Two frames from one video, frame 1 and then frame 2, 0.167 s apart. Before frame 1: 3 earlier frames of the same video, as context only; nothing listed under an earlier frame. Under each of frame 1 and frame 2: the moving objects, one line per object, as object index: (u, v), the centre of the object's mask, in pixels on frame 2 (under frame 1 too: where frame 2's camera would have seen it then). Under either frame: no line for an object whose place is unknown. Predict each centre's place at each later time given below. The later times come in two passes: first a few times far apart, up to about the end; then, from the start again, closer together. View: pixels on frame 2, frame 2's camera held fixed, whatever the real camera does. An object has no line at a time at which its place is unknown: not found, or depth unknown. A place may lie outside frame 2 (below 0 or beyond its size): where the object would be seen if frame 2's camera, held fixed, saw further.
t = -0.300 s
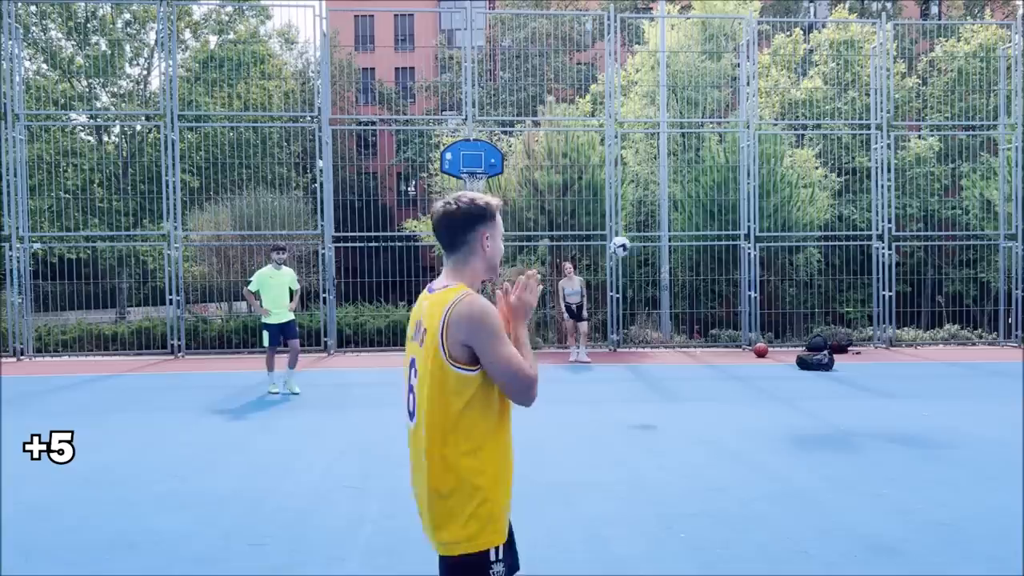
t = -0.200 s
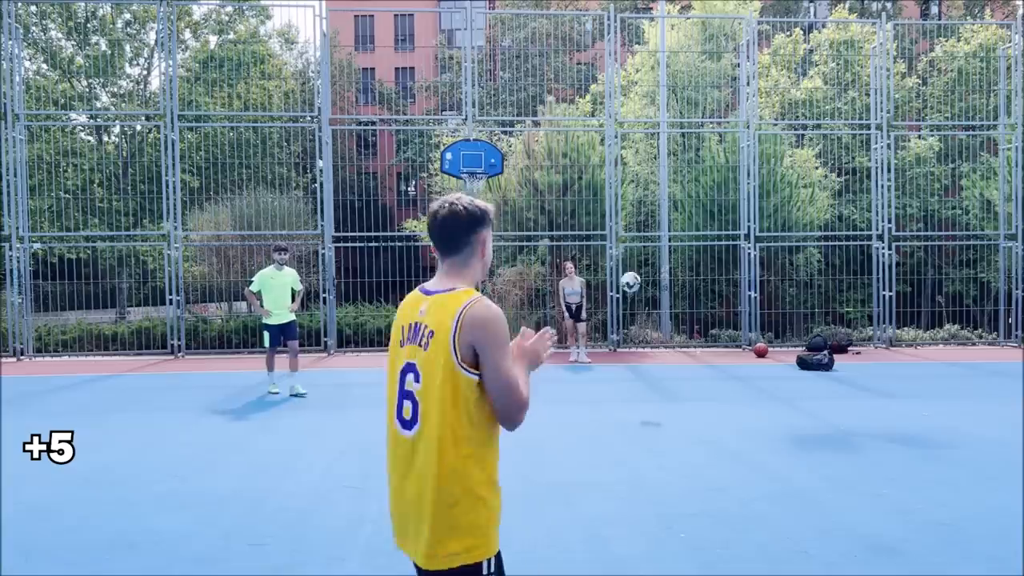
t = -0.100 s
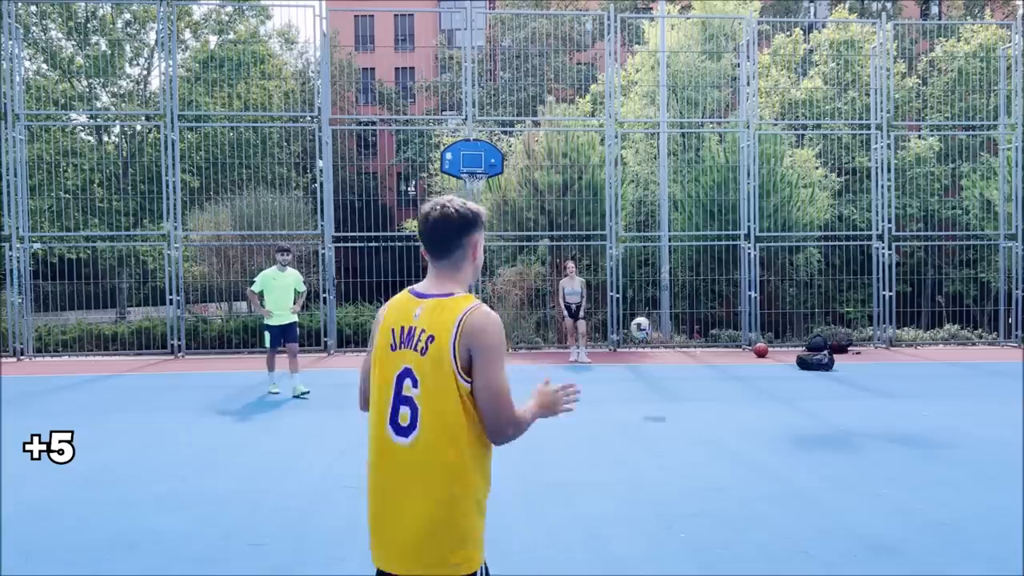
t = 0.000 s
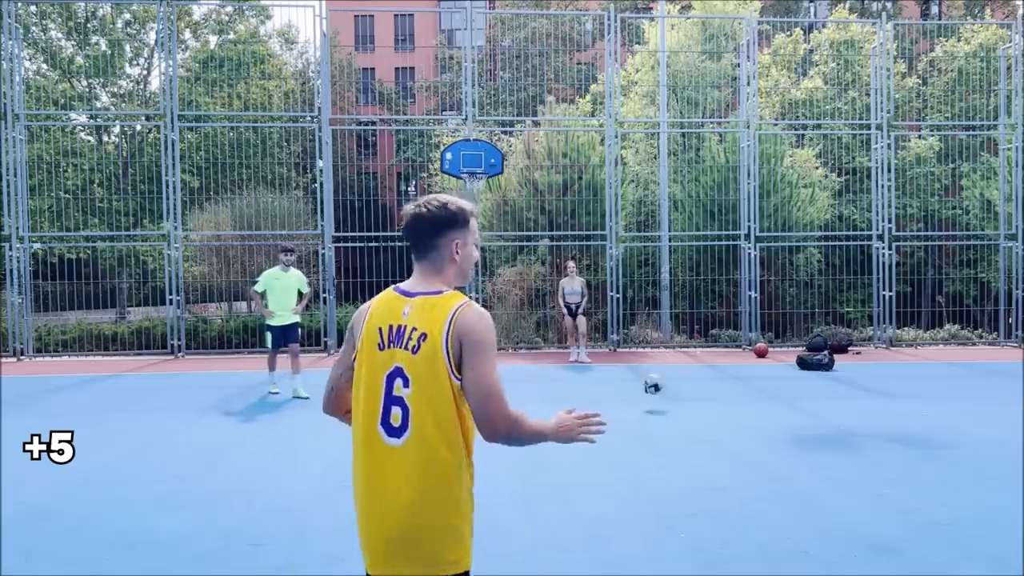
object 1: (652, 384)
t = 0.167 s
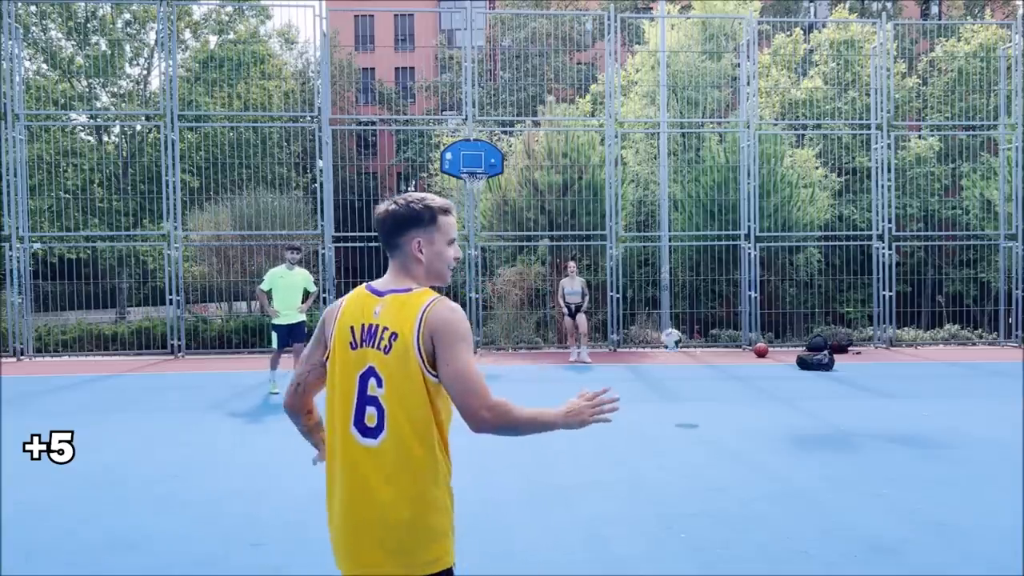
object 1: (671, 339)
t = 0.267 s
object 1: (683, 304)
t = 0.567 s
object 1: (726, 250)
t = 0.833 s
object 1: (769, 282)
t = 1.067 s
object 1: (808, 378)
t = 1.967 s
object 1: (1010, 395)
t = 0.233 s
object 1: (679, 315)
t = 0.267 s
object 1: (683, 304)
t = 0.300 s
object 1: (688, 294)
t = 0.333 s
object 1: (693, 285)
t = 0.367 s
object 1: (697, 277)
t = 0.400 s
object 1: (702, 270)
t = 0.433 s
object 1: (707, 264)
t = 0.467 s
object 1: (711, 259)
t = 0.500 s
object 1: (716, 255)
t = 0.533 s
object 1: (721, 252)
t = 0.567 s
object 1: (726, 250)
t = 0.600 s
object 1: (731, 250)
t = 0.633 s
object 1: (737, 251)
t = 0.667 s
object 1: (742, 253)
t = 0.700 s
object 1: (747, 256)
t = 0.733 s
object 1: (752, 260)
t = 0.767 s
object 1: (758, 267)
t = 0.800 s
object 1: (764, 273)
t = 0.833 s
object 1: (769, 282)
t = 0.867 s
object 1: (773, 291)
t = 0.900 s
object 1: (780, 302)
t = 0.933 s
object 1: (785, 314)
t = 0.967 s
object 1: (791, 329)
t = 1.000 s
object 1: (797, 343)
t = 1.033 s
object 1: (804, 359)
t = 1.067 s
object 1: (808, 378)
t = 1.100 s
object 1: (815, 398)
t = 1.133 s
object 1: (821, 420)
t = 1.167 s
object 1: (827, 431)
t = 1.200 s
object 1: (833, 415)
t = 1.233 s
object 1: (840, 399)
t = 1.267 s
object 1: (846, 385)
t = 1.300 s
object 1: (854, 372)
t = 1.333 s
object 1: (861, 360)
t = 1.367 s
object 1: (868, 348)
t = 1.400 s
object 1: (875, 339)
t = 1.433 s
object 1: (882, 332)
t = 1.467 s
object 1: (890, 325)
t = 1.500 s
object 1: (897, 319)
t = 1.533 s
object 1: (905, 314)
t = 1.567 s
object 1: (913, 311)
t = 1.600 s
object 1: (920, 309)
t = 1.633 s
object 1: (929, 309)
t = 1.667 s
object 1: (937, 311)
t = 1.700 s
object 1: (945, 314)
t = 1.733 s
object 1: (954, 317)
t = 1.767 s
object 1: (962, 324)
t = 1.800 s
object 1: (971, 331)
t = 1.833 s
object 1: (980, 341)
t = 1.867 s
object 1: (987, 350)
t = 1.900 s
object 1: (998, 364)
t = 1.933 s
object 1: (1005, 379)
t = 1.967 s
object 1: (1010, 395)
